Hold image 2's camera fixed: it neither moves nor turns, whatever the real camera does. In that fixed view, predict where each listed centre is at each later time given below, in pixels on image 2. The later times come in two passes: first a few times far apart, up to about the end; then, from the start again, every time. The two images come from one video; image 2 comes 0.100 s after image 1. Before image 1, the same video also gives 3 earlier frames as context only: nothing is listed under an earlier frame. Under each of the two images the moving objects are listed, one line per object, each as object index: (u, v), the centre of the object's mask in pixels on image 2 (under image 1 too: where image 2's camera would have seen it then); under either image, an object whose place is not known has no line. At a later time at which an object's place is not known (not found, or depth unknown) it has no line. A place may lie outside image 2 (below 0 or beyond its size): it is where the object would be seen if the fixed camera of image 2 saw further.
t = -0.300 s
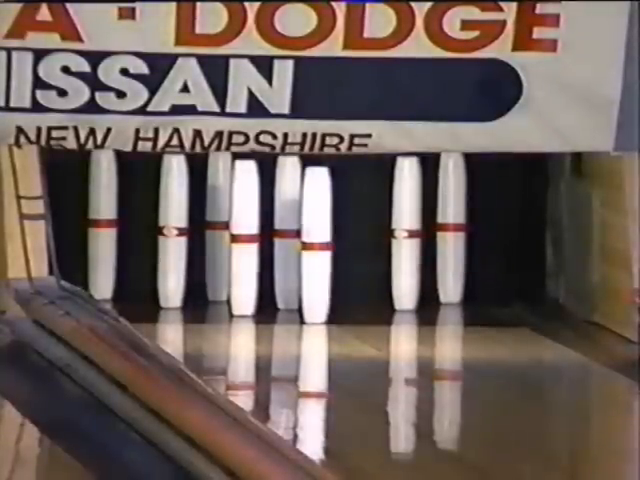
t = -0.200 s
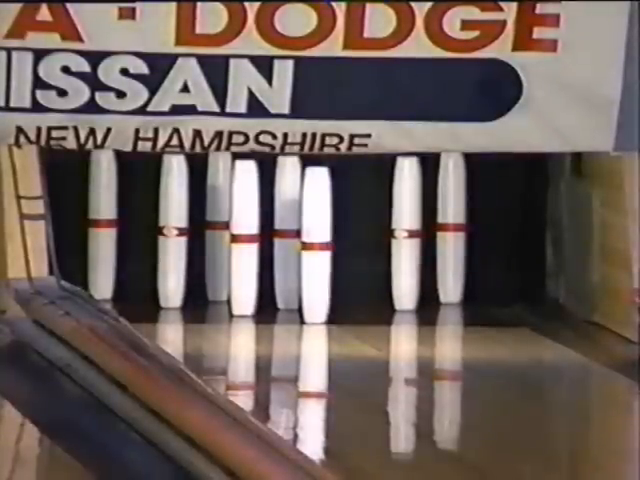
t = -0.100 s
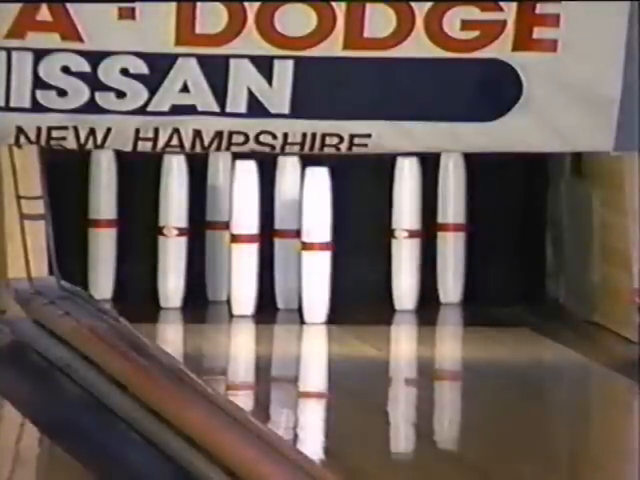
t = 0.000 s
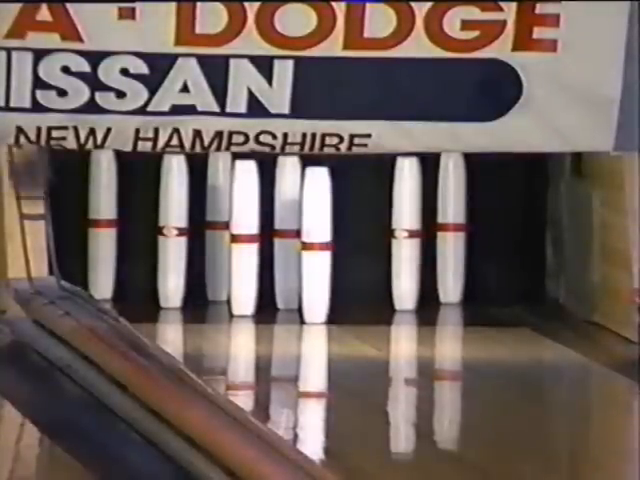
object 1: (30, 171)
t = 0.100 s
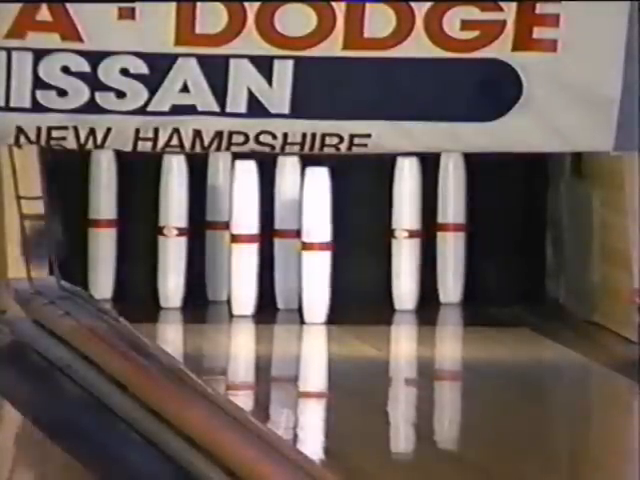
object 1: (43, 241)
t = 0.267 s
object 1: (64, 275)
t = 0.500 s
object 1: (91, 293)
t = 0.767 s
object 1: (130, 318)
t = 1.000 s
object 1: (163, 344)
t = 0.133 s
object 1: (42, 260)
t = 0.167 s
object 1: (48, 265)
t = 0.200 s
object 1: (57, 267)
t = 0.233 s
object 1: (61, 270)
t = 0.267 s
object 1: (64, 275)
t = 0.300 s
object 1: (67, 278)
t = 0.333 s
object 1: (73, 280)
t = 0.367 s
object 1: (75, 283)
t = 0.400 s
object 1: (78, 284)
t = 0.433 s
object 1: (82, 287)
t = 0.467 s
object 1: (87, 290)
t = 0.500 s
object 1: (91, 293)
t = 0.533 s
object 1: (100, 298)
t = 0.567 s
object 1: (103, 300)
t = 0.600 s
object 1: (108, 303)
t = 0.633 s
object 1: (110, 306)
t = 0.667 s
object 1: (116, 309)
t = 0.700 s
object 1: (121, 313)
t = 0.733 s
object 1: (124, 316)
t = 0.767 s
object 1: (130, 318)
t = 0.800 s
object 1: (134, 322)
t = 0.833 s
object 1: (138, 323)
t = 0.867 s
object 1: (144, 329)
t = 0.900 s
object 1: (148, 332)
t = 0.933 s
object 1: (153, 337)
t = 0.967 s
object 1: (157, 340)
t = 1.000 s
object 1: (163, 344)
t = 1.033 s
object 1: (168, 348)
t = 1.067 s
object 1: (173, 352)
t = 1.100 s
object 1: (178, 357)
